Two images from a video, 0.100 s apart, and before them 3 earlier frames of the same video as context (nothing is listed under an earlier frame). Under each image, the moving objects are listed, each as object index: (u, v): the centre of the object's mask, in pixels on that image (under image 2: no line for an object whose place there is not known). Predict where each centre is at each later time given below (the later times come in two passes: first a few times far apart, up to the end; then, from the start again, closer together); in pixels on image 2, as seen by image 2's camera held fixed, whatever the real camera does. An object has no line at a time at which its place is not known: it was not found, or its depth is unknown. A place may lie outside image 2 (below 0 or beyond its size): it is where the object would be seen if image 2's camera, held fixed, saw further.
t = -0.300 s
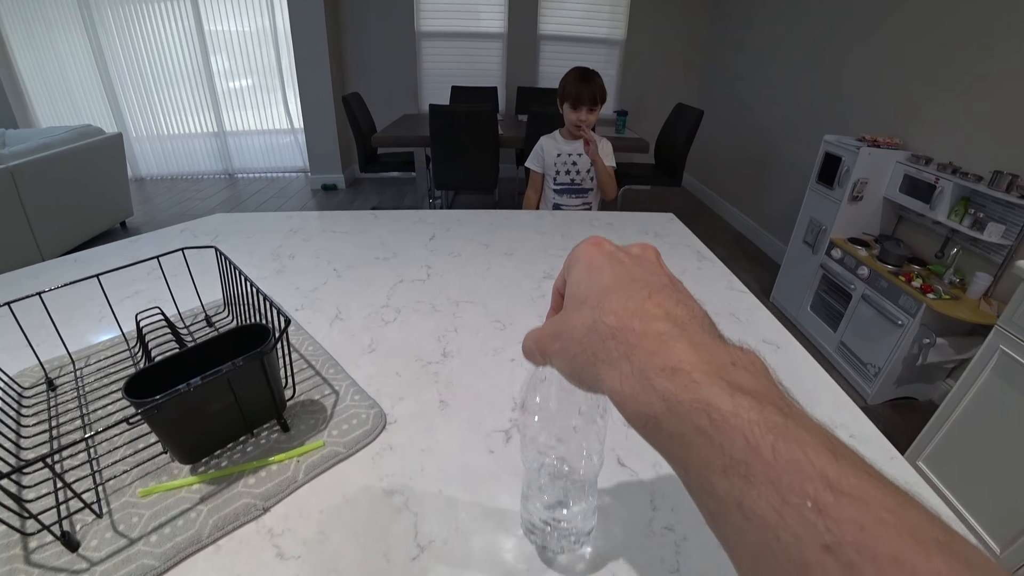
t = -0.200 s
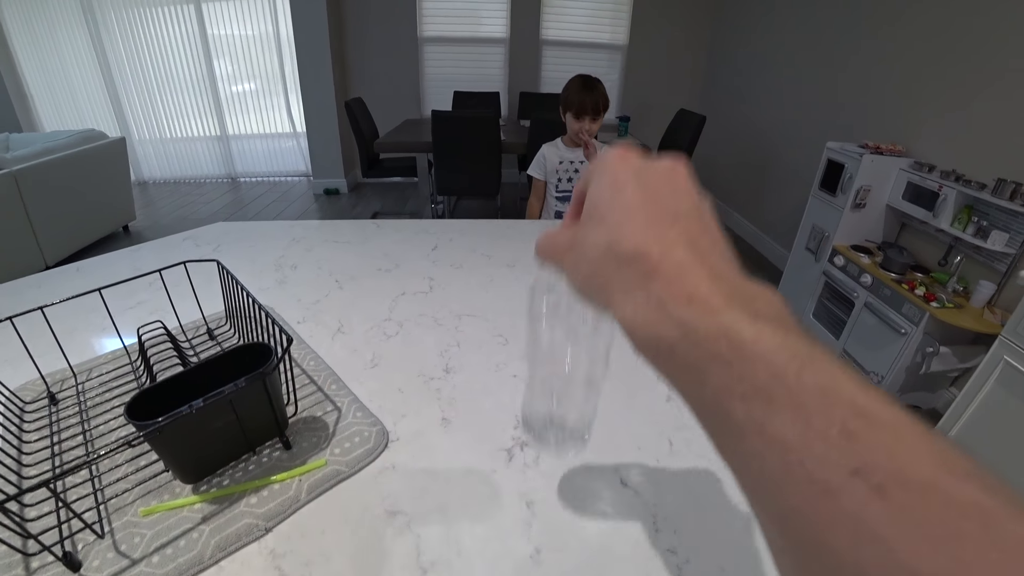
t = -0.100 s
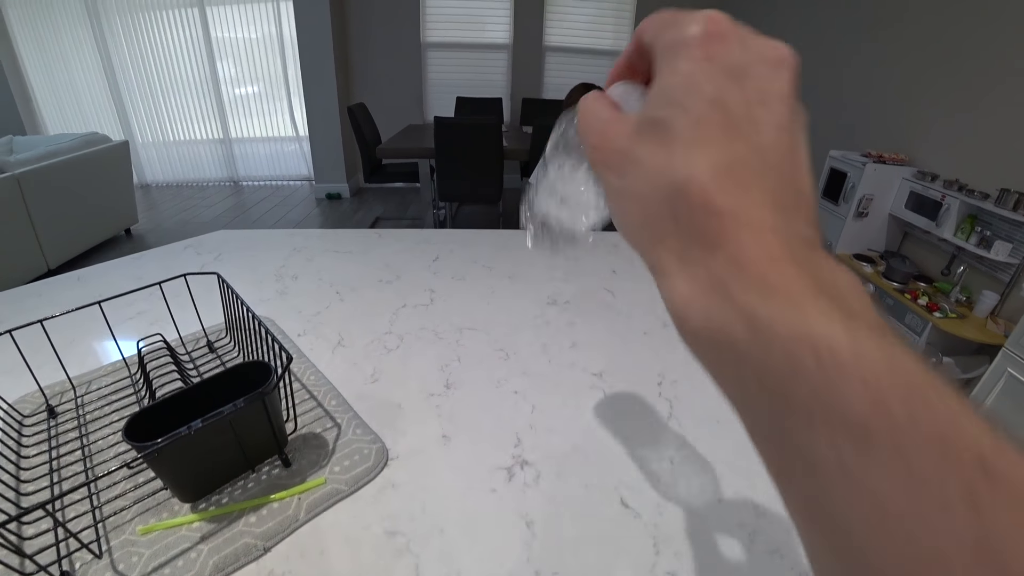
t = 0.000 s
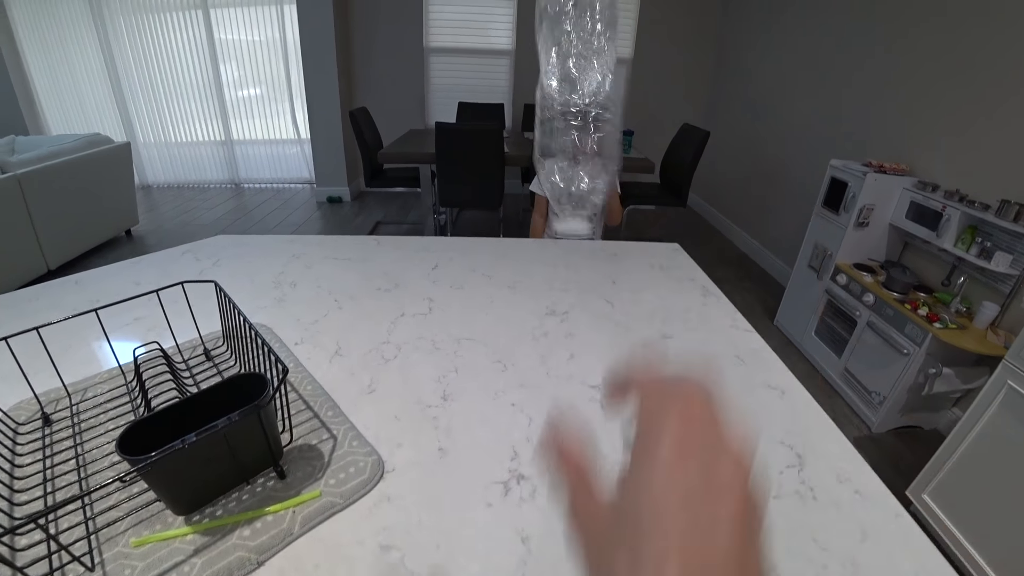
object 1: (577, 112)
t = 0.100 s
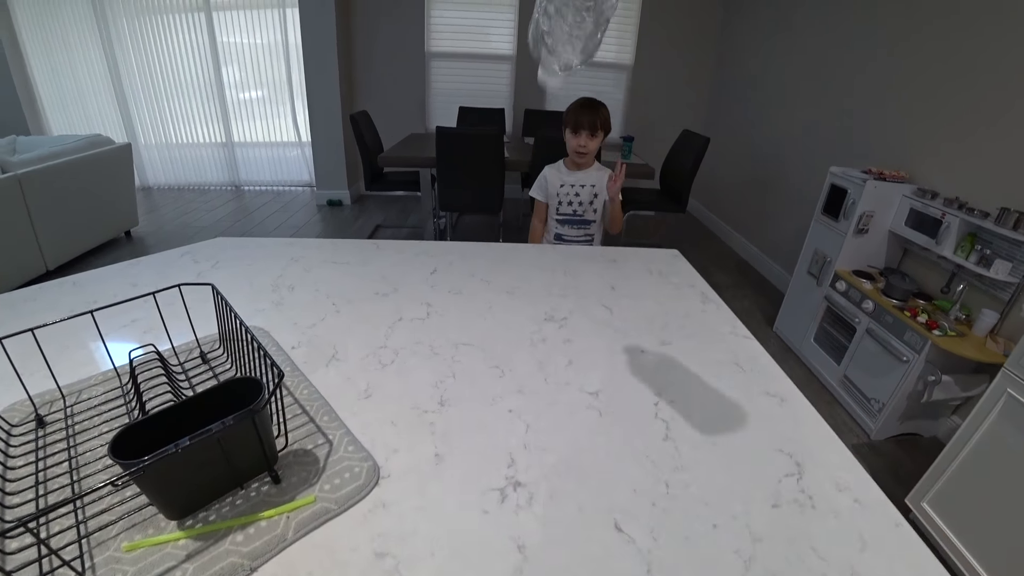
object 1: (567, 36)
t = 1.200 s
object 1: (574, 398)
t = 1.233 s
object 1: (571, 399)
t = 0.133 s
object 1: (572, 25)
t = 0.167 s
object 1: (575, 22)
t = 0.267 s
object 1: (594, 111)
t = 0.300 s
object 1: (583, 178)
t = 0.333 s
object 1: (572, 241)
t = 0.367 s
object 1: (566, 313)
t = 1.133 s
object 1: (577, 398)
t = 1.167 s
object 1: (576, 398)
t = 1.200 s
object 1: (574, 398)
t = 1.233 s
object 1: (571, 399)
